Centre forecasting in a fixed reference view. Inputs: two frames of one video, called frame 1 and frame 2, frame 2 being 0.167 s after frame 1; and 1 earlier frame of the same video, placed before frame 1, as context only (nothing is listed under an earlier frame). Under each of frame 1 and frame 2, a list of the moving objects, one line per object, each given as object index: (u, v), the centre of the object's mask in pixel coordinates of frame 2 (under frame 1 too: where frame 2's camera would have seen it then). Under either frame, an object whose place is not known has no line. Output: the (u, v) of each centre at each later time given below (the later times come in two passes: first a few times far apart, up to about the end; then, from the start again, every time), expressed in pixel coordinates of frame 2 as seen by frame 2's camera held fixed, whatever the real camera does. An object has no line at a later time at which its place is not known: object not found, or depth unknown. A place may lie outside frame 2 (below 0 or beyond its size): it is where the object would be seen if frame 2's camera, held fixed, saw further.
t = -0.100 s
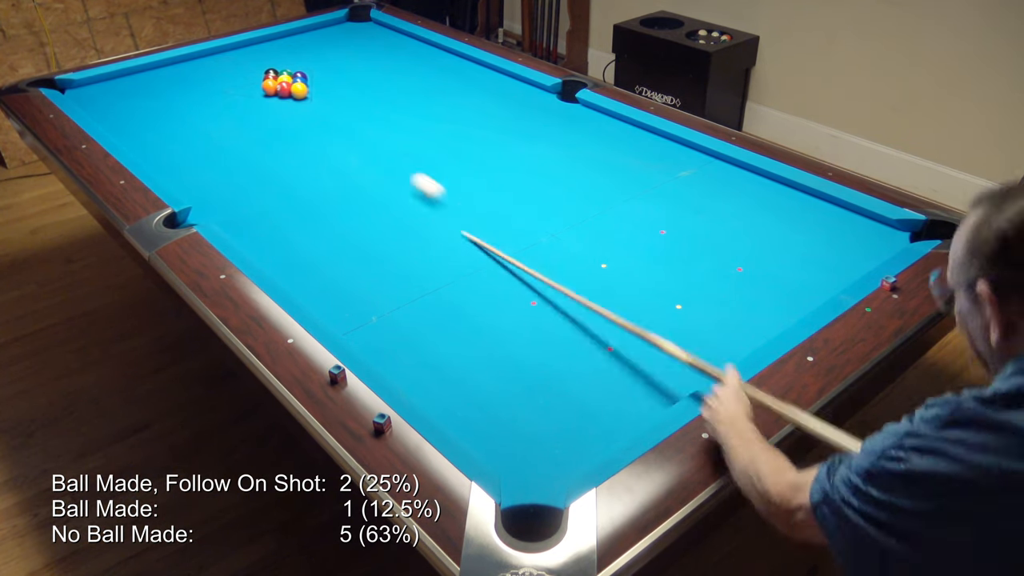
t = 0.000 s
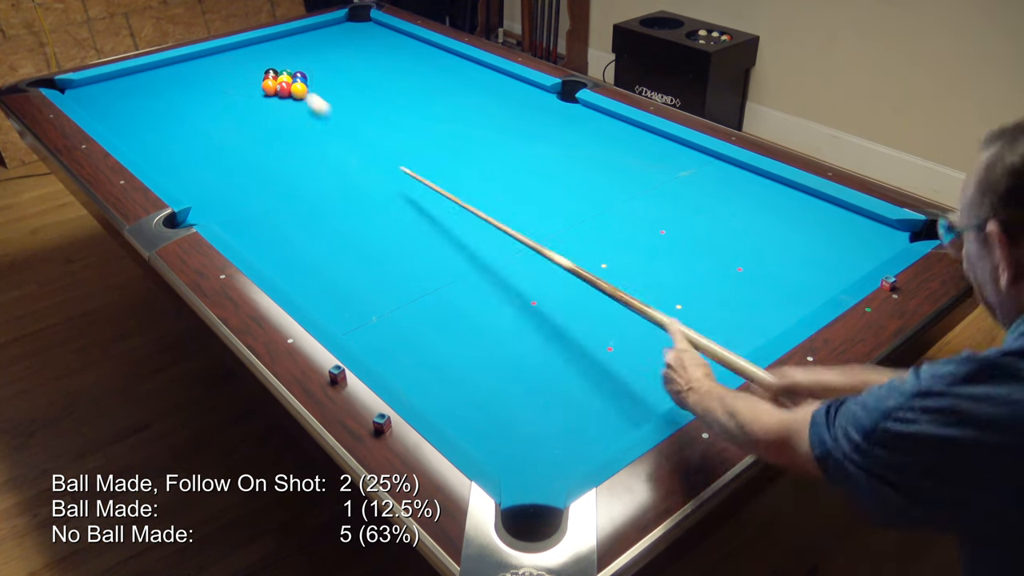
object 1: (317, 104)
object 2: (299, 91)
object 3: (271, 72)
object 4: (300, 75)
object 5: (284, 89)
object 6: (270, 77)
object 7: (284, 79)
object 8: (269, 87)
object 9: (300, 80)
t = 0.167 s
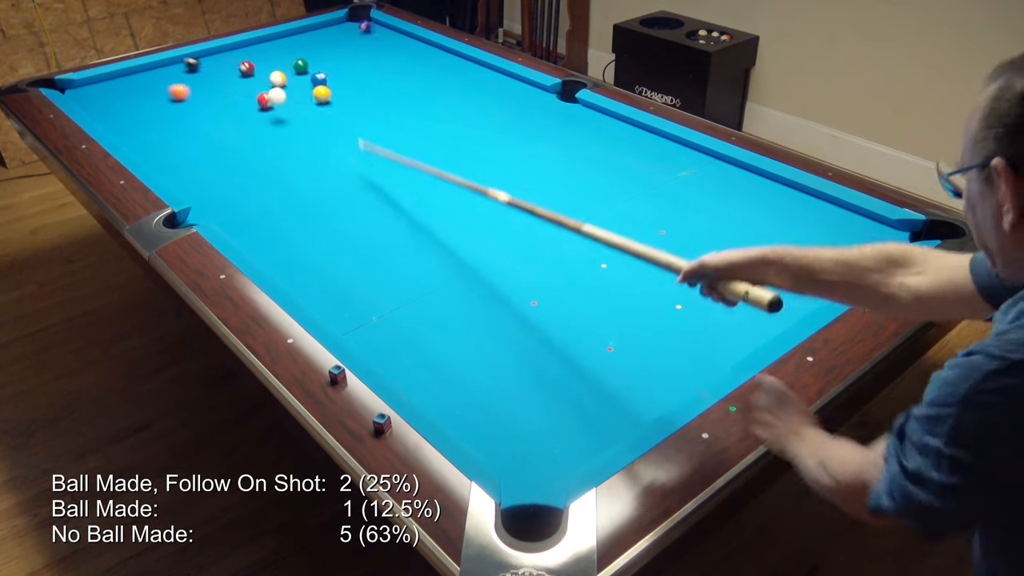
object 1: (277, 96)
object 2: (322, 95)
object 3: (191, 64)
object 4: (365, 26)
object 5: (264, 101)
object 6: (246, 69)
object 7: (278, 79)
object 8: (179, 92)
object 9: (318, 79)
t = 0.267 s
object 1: (261, 117)
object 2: (338, 99)
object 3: (171, 66)
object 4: (329, 24)
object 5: (254, 105)
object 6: (234, 61)
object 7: (274, 76)
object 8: (127, 95)
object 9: (330, 78)
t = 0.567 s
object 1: (203, 143)
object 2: (387, 109)
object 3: (173, 92)
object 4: (257, 55)
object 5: (220, 130)
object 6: (219, 56)
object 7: (262, 70)
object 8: (104, 83)
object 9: (363, 70)
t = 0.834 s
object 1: (148, 152)
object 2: (431, 118)
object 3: (174, 117)
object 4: (192, 86)
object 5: (186, 151)
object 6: (230, 65)
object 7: (252, 65)
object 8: (138, 71)
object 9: (390, 64)
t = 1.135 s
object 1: (152, 150)
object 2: (481, 128)
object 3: (182, 145)
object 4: (109, 125)
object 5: (168, 168)
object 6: (242, 75)
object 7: (242, 60)
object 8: (178, 67)
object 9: (417, 57)
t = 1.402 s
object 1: (145, 153)
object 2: (525, 137)
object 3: (222, 161)
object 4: (181, 131)
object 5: (196, 167)
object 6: (253, 84)
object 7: (234, 56)
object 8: (211, 63)
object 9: (438, 52)
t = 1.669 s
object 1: (154, 153)
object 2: (570, 147)
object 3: (264, 178)
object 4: (248, 136)
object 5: (222, 166)
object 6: (264, 94)
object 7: (227, 52)
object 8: (243, 59)
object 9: (438, 53)
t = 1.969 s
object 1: (161, 153)
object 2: (621, 157)
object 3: (313, 198)
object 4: (326, 142)
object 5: (249, 166)
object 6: (277, 104)
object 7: (222, 49)
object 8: (275, 56)
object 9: (428, 56)
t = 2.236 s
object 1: (166, 152)
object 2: (667, 166)
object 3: (359, 216)
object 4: (395, 148)
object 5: (270, 165)
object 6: (287, 113)
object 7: (224, 49)
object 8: (302, 53)
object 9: (421, 58)
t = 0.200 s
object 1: (272, 105)
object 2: (327, 96)
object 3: (177, 63)
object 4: (364, 21)
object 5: (259, 102)
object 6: (242, 66)
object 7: (276, 78)
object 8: (161, 93)
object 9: (323, 79)
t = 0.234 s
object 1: (267, 119)
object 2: (332, 97)
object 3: (170, 63)
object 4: (347, 23)
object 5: (258, 104)
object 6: (238, 64)
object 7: (275, 77)
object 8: (143, 94)
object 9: (326, 79)
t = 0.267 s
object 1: (261, 117)
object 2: (338, 99)
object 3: (171, 66)
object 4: (329, 24)
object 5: (254, 105)
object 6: (234, 61)
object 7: (274, 76)
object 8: (127, 95)
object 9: (330, 78)
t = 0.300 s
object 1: (254, 119)
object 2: (343, 100)
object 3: (172, 70)
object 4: (317, 27)
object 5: (250, 107)
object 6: (230, 59)
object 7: (272, 75)
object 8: (111, 96)
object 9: (334, 77)
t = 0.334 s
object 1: (248, 125)
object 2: (349, 101)
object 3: (172, 72)
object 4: (309, 31)
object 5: (246, 110)
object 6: (226, 57)
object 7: (271, 75)
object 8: (94, 97)
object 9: (338, 76)
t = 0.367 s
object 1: (242, 130)
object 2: (354, 102)
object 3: (172, 75)
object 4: (302, 34)
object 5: (243, 114)
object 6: (222, 55)
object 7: (270, 74)
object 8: (79, 97)
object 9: (341, 75)
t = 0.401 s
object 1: (236, 132)
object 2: (360, 103)
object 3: (172, 78)
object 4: (294, 38)
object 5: (240, 116)
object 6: (218, 53)
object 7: (268, 73)
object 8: (78, 96)
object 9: (345, 74)
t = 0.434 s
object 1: (230, 135)
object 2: (365, 105)
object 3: (173, 80)
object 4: (287, 42)
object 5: (236, 119)
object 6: (214, 51)
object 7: (267, 73)
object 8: (85, 93)
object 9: (349, 73)
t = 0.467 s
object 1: (223, 138)
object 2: (370, 106)
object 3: (173, 83)
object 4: (279, 45)
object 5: (232, 122)
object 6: (215, 51)
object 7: (266, 72)
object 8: (91, 90)
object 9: (352, 73)
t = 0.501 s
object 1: (216, 140)
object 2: (376, 107)
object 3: (173, 86)
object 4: (272, 48)
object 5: (228, 124)
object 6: (217, 53)
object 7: (265, 71)
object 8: (96, 87)
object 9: (356, 72)
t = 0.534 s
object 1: (210, 141)
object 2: (381, 108)
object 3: (173, 89)
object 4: (265, 52)
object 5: (224, 127)
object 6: (218, 54)
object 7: (263, 71)
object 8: (100, 85)
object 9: (359, 71)
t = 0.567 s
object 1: (203, 143)
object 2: (387, 109)
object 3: (173, 92)
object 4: (257, 55)
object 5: (220, 130)
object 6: (219, 56)
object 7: (262, 70)
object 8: (104, 83)
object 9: (363, 70)
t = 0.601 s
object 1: (196, 144)
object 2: (392, 110)
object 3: (173, 95)
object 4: (249, 58)
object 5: (215, 132)
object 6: (221, 57)
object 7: (261, 69)
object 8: (108, 81)
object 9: (367, 69)
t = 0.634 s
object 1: (189, 145)
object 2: (398, 111)
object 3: (173, 98)
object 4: (242, 63)
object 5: (211, 135)
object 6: (222, 58)
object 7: (259, 69)
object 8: (112, 79)
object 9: (370, 69)
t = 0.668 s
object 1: (182, 146)
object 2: (403, 112)
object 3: (173, 101)
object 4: (234, 67)
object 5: (207, 138)
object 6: (223, 59)
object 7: (258, 68)
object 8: (115, 76)
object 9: (373, 68)
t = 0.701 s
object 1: (175, 147)
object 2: (408, 113)
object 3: (173, 104)
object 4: (226, 70)
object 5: (203, 140)
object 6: (224, 58)
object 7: (257, 67)
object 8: (119, 74)
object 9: (377, 67)
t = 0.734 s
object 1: (169, 148)
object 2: (414, 115)
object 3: (174, 107)
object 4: (218, 74)
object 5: (199, 142)
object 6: (226, 61)
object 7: (256, 66)
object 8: (123, 72)
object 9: (380, 66)
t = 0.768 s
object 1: (162, 149)
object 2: (420, 116)
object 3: (174, 110)
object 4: (209, 78)
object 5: (195, 145)
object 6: (227, 63)
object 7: (254, 66)
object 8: (128, 72)
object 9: (383, 65)
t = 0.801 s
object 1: (155, 151)
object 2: (425, 117)
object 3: (174, 113)
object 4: (201, 82)
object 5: (190, 148)
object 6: (229, 64)
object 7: (253, 65)
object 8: (133, 72)
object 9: (386, 65)
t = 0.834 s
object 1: (148, 152)
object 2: (431, 118)
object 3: (174, 117)
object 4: (192, 86)
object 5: (186, 151)
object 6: (230, 65)
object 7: (252, 65)
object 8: (138, 71)
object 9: (390, 64)
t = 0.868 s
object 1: (142, 151)
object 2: (436, 119)
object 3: (174, 120)
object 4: (183, 90)
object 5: (182, 153)
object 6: (231, 66)
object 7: (251, 64)
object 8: (142, 71)
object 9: (393, 63)
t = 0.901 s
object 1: (143, 152)
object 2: (442, 120)
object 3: (174, 123)
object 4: (174, 95)
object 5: (177, 156)
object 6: (233, 67)
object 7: (250, 64)
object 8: (147, 70)
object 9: (396, 62)
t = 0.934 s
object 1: (146, 151)
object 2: (447, 121)
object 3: (174, 126)
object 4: (164, 98)
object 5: (173, 159)
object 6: (234, 68)
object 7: (249, 63)
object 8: (151, 69)
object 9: (399, 62)
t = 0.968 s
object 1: (148, 151)
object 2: (453, 122)
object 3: (174, 130)
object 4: (155, 103)
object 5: (169, 162)
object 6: (235, 70)
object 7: (248, 62)
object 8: (156, 69)
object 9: (402, 61)
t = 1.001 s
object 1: (150, 149)
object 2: (458, 123)
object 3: (174, 133)
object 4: (145, 108)
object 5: (164, 165)
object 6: (236, 71)
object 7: (247, 62)
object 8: (160, 68)
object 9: (405, 60)
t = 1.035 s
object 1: (153, 149)
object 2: (464, 125)
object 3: (174, 137)
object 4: (135, 113)
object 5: (160, 167)
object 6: (238, 72)
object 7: (246, 61)
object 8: (165, 68)
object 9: (408, 59)
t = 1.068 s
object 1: (156, 148)
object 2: (469, 126)
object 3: (174, 140)
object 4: (125, 117)
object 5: (161, 167)
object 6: (239, 73)
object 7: (245, 60)
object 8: (169, 67)
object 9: (411, 59)
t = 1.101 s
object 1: (155, 149)
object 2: (475, 127)
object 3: (177, 143)
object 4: (115, 122)
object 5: (165, 168)
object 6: (241, 74)
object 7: (243, 60)
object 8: (173, 67)
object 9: (414, 58)
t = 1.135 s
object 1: (152, 150)
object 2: (481, 128)
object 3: (182, 145)
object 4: (109, 125)
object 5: (168, 168)
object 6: (242, 75)
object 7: (242, 60)
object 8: (178, 67)
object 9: (417, 57)
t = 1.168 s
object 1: (150, 151)
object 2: (486, 129)
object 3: (187, 147)
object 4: (118, 127)
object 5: (172, 168)
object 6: (243, 77)
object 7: (241, 59)
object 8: (182, 66)
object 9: (419, 57)
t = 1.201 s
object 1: (148, 152)
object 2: (492, 130)
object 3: (192, 148)
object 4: (129, 127)
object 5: (176, 167)
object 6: (245, 78)
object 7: (240, 59)
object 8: (186, 66)
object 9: (422, 56)
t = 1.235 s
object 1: (147, 152)
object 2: (497, 131)
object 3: (197, 151)
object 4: (138, 127)
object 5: (179, 167)
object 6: (246, 79)
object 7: (239, 58)
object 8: (191, 65)
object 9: (425, 55)
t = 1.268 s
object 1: (145, 153)
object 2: (503, 133)
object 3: (202, 153)
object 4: (146, 128)
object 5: (183, 167)
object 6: (248, 80)
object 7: (238, 58)
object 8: (195, 65)
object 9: (428, 55)
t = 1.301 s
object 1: (143, 153)
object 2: (509, 134)
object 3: (207, 155)
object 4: (155, 129)
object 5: (186, 167)
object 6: (249, 81)
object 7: (237, 58)
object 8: (199, 64)
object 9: (431, 54)
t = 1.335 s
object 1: (143, 153)
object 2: (514, 135)
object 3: (212, 157)
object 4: (163, 129)
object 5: (190, 167)
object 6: (250, 82)
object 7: (236, 57)
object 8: (203, 64)
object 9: (433, 53)
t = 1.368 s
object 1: (144, 153)
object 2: (520, 136)
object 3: (217, 159)
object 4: (172, 130)
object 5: (193, 167)
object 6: (252, 84)
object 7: (235, 56)
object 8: (207, 63)
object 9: (436, 53)
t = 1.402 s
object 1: (145, 153)
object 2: (525, 137)
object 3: (222, 161)
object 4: (181, 131)
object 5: (196, 167)
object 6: (253, 84)
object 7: (234, 56)
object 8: (211, 63)
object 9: (438, 52)
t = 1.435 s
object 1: (147, 154)
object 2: (531, 138)
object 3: (228, 163)
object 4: (189, 131)
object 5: (200, 167)
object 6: (255, 85)
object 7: (233, 55)
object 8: (215, 62)
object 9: (441, 52)
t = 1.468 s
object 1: (148, 153)
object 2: (537, 139)
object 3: (233, 165)
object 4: (198, 132)
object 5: (203, 167)
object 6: (256, 87)
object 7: (232, 55)
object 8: (219, 62)
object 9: (444, 51)
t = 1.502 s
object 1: (149, 154)
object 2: (542, 141)
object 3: (238, 167)
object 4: (206, 133)
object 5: (206, 166)
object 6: (257, 88)
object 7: (232, 54)
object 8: (223, 62)
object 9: (443, 51)
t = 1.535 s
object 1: (150, 154)
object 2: (548, 142)
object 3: (243, 169)
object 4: (214, 134)
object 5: (210, 167)
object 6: (259, 89)
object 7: (232, 51)
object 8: (227, 61)
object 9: (442, 52)
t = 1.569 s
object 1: (151, 154)
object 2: (554, 143)
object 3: (248, 172)
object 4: (223, 134)
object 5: (213, 166)
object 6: (260, 90)
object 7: (229, 51)
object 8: (231, 62)
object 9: (441, 52)
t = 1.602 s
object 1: (152, 154)
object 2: (559, 144)
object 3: (253, 173)
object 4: (232, 135)
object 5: (216, 166)
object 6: (262, 92)
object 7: (227, 51)
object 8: (235, 60)
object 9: (440, 52)
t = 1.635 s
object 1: (153, 154)
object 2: (565, 145)
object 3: (259, 176)
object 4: (240, 135)
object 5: (219, 166)
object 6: (263, 93)
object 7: (227, 52)
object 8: (239, 60)
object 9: (438, 53)
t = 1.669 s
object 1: (154, 153)
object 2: (570, 147)
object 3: (264, 178)
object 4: (248, 136)
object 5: (222, 166)
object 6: (264, 94)
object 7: (227, 52)
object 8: (243, 59)
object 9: (438, 53)
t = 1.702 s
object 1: (155, 153)
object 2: (576, 148)
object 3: (269, 180)
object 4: (257, 137)
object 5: (225, 166)
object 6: (266, 95)
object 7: (227, 52)
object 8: (246, 59)
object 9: (436, 53)
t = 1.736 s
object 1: (156, 153)
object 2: (582, 149)
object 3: (275, 182)
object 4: (265, 137)
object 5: (228, 166)
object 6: (267, 96)
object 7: (226, 51)
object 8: (250, 58)
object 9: (435, 54)
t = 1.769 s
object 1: (157, 153)
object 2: (588, 150)
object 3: (280, 184)
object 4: (274, 138)
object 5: (231, 166)
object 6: (268, 97)
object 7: (225, 51)
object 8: (254, 58)
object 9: (434, 54)
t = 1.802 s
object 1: (158, 153)
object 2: (593, 151)
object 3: (286, 187)
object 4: (283, 139)
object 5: (234, 166)
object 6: (270, 98)
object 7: (225, 50)
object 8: (257, 58)
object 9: (433, 54)
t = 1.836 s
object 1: (159, 153)
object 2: (599, 152)
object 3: (291, 189)
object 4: (291, 140)
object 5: (237, 166)
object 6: (271, 100)
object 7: (224, 50)
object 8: (261, 57)
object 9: (432, 55)
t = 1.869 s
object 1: (159, 153)
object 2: (604, 153)
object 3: (297, 191)
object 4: (300, 140)
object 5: (240, 166)
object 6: (272, 101)
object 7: (223, 49)
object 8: (264, 57)
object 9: (431, 55)
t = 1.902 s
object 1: (160, 153)
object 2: (610, 154)
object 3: (302, 193)
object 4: (309, 141)
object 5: (243, 166)
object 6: (274, 102)
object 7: (223, 49)
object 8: (268, 56)
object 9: (430, 55)
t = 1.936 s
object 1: (161, 153)
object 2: (616, 156)
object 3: (308, 195)
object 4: (317, 142)
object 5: (246, 166)
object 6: (275, 103)
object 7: (222, 49)
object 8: (272, 56)
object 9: (429, 56)
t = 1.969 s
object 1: (161, 153)
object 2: (621, 157)
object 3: (313, 198)
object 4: (326, 142)
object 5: (249, 166)
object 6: (277, 104)
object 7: (222, 49)
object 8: (275, 56)
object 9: (428, 56)
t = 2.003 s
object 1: (162, 153)
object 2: (627, 158)
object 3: (319, 200)
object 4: (334, 143)
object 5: (251, 165)
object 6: (278, 105)
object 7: (222, 49)
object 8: (279, 55)
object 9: (427, 56)
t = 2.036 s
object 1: (163, 153)
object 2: (633, 159)
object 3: (325, 203)
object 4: (343, 144)
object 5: (254, 165)
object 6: (279, 106)
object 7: (222, 49)
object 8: (282, 55)
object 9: (426, 57)
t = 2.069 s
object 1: (164, 153)
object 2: (638, 160)
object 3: (330, 205)
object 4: (352, 144)
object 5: (257, 165)
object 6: (280, 108)
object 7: (223, 49)
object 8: (285, 54)
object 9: (425, 57)
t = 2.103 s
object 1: (164, 153)
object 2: (644, 161)
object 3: (336, 207)
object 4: (360, 145)
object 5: (259, 165)
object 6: (282, 109)
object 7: (223, 49)
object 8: (289, 54)
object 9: (424, 57)
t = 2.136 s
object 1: (165, 153)
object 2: (650, 162)
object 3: (341, 210)
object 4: (369, 146)
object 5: (262, 165)
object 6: (283, 110)
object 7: (223, 49)
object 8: (292, 54)
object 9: (423, 58)
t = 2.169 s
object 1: (165, 153)
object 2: (656, 164)
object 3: (348, 212)
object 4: (377, 147)
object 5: (265, 165)
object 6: (284, 111)
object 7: (224, 49)
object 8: (295, 53)
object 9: (423, 58)
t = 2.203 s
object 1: (166, 152)
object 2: (661, 165)
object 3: (353, 214)
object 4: (386, 147)
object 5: (267, 165)
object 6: (286, 112)
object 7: (224, 49)
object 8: (299, 53)
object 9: (422, 58)
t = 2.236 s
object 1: (166, 152)
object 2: (667, 166)
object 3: (359, 216)
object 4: (395, 148)
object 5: (270, 165)
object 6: (287, 113)
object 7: (224, 49)
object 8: (302, 53)
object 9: (421, 58)
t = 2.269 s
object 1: (166, 152)
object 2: (673, 167)
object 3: (365, 219)
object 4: (403, 148)
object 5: (272, 165)
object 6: (288, 114)
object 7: (225, 50)
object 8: (305, 52)
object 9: (420, 59)
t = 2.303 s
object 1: (167, 152)
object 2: (678, 168)
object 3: (371, 221)
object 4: (412, 149)
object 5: (275, 165)
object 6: (290, 115)
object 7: (225, 49)
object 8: (308, 52)
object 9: (419, 59)
